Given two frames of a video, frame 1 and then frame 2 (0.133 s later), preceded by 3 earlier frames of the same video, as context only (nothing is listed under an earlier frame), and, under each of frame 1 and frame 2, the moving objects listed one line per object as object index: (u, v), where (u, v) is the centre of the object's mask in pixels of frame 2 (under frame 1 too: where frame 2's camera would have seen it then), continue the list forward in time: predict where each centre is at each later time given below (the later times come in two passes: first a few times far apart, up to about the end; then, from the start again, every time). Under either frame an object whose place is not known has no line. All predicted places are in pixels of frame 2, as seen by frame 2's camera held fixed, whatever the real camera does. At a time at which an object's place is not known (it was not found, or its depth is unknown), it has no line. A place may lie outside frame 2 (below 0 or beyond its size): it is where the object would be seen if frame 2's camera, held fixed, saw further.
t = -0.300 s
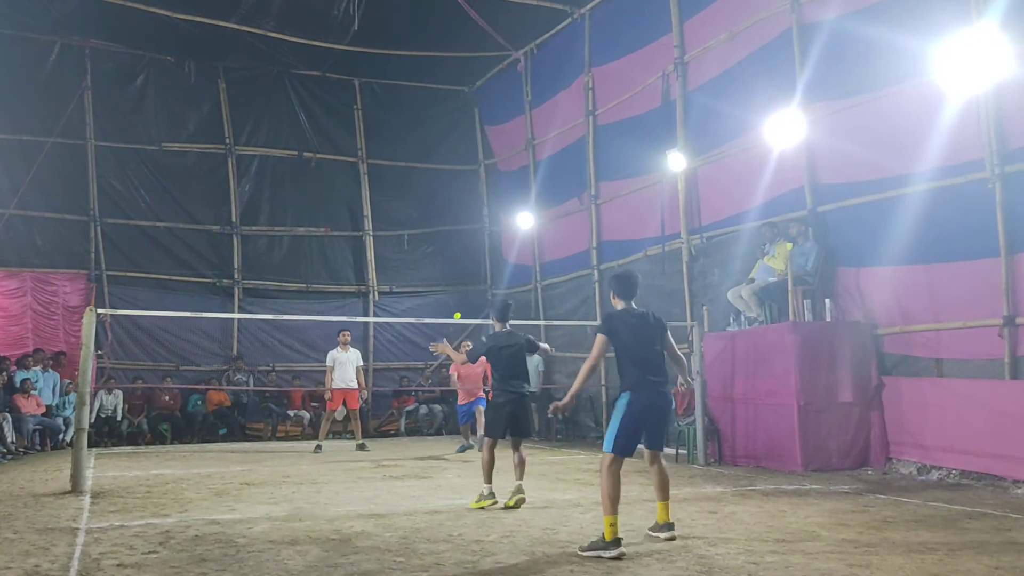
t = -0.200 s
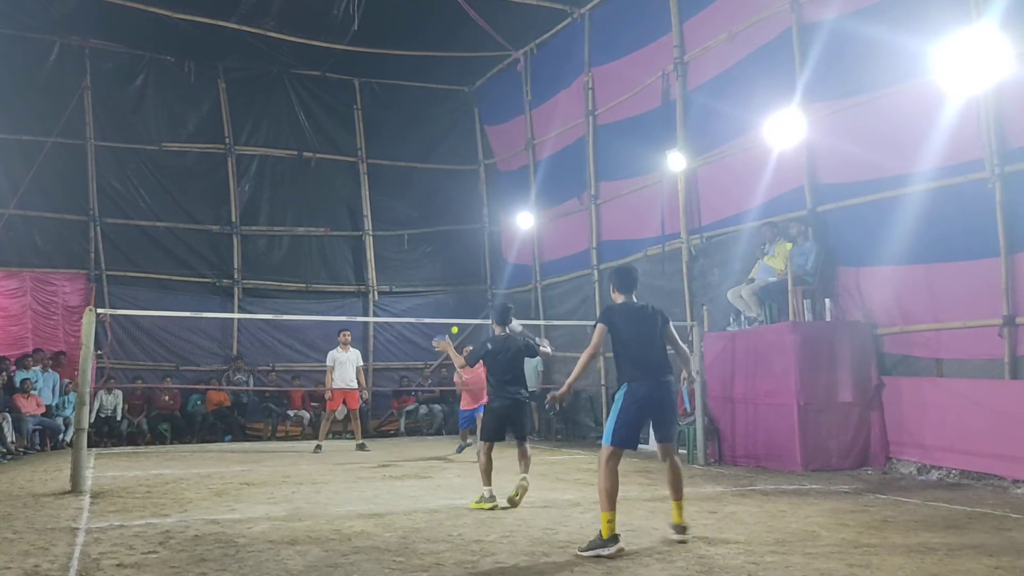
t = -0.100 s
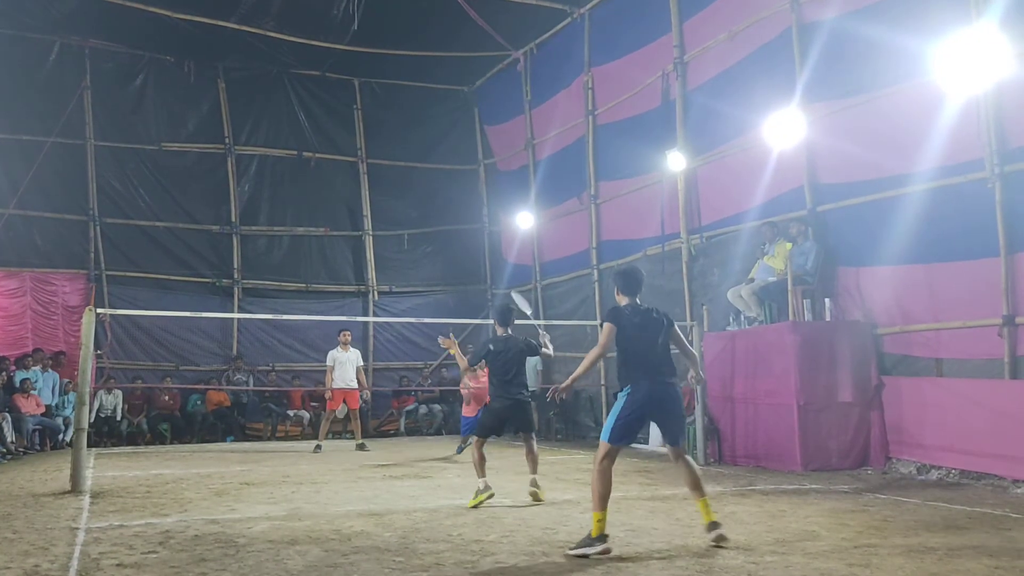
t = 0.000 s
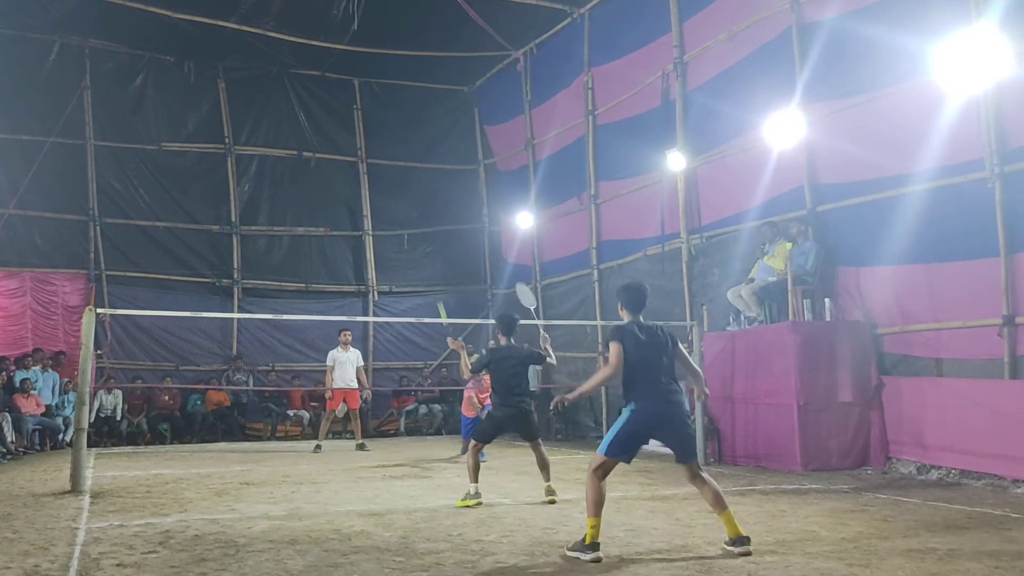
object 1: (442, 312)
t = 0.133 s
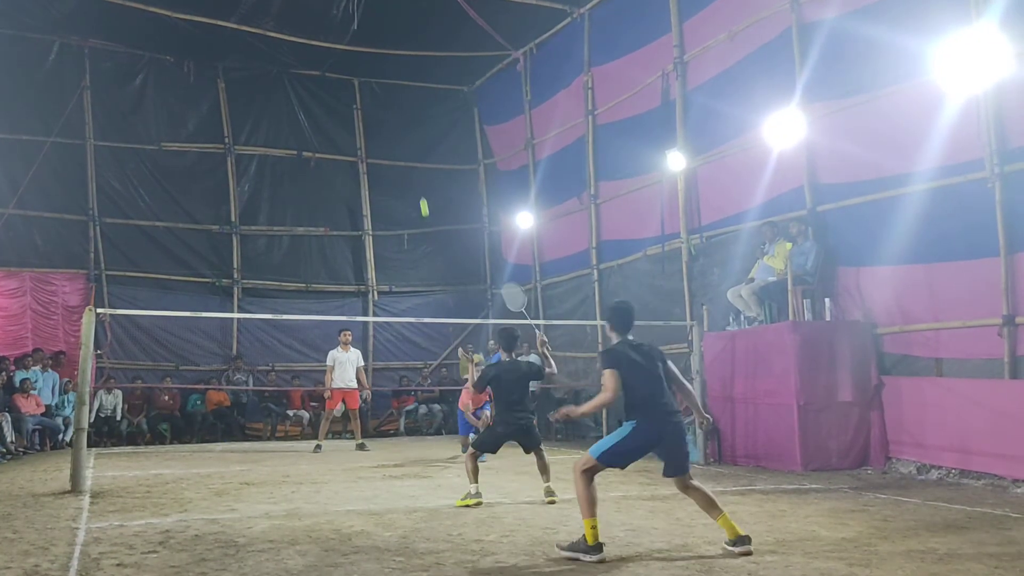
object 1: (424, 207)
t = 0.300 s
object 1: (404, 106)
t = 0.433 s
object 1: (386, 49)
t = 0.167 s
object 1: (420, 182)
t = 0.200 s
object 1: (416, 163)
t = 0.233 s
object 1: (412, 142)
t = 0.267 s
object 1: (408, 124)
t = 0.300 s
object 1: (404, 106)
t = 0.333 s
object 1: (399, 90)
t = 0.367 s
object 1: (395, 75)
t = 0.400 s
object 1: (390, 62)
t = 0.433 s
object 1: (386, 49)
